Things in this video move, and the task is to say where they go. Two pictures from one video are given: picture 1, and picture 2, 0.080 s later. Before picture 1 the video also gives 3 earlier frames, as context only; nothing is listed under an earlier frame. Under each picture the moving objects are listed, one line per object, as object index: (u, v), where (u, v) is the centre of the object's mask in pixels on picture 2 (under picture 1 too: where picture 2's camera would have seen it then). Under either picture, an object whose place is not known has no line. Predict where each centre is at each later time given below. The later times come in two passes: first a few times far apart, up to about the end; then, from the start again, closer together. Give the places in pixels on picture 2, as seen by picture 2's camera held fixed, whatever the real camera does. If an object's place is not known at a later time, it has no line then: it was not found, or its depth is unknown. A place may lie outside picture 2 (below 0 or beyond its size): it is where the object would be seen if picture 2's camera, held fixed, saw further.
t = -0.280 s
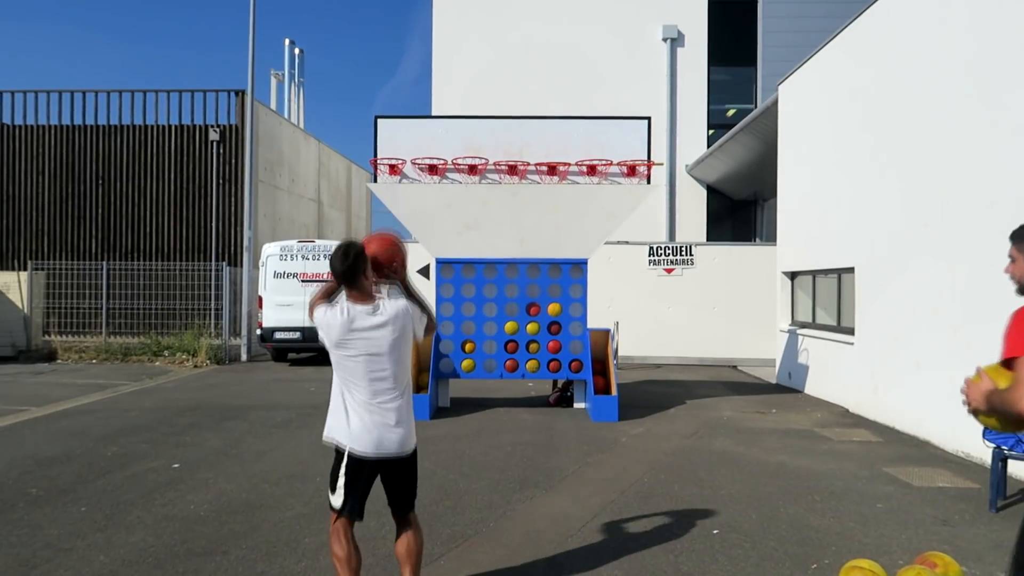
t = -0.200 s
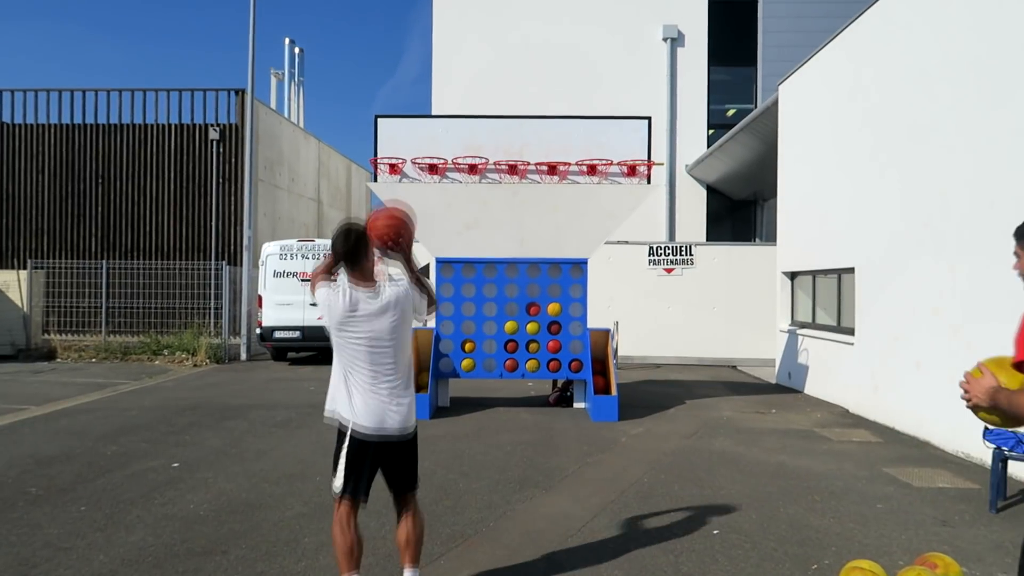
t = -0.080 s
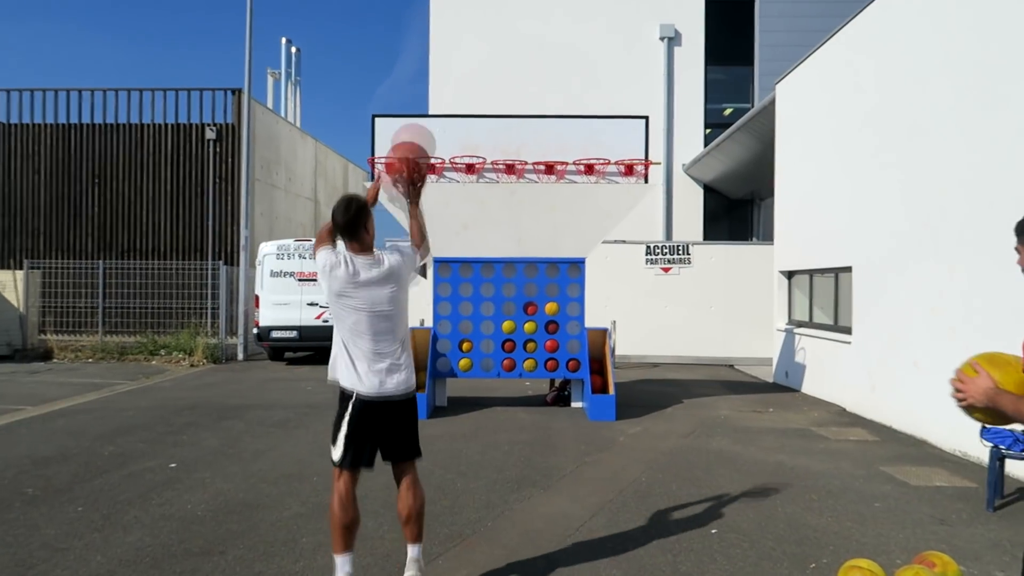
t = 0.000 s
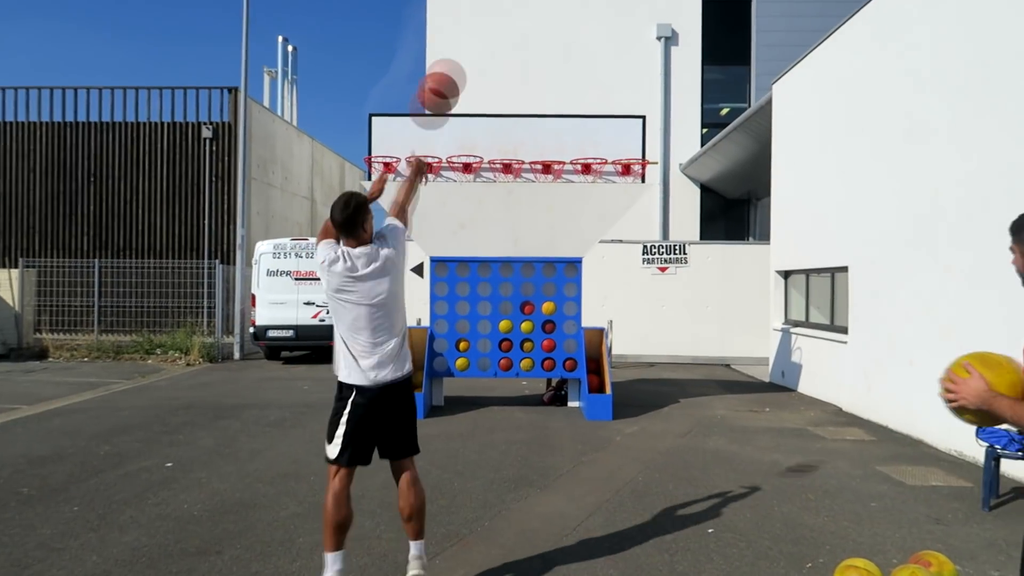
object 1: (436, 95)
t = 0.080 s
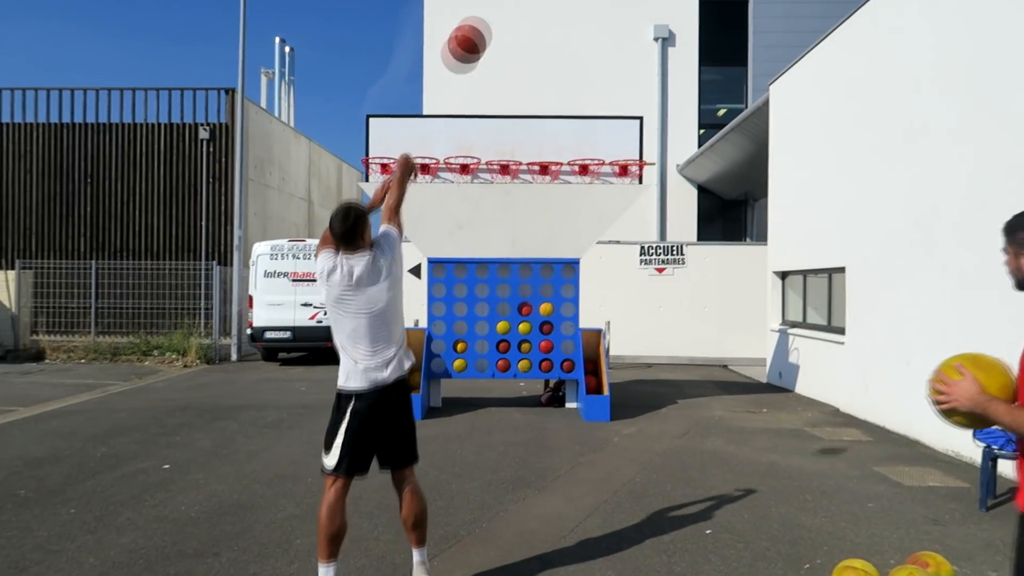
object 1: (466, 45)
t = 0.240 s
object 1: (513, 2)
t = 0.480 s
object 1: (565, -2)
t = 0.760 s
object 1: (602, 60)
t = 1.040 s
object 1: (628, 162)
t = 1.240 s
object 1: (626, 165)
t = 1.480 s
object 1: (629, 174)
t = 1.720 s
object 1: (617, 181)
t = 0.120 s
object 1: (480, 26)
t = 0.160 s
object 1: (492, 15)
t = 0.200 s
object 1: (502, 7)
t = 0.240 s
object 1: (513, 2)
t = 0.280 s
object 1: (524, -1)
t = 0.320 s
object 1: (533, -4)
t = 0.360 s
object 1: (543, -5)
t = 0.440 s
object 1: (559, -4)
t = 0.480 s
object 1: (565, -2)
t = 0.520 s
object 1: (571, 1)
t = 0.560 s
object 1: (577, 6)
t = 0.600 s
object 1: (582, 14)
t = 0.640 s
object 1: (587, 24)
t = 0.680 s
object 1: (593, 35)
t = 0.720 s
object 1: (597, 47)
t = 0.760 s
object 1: (602, 60)
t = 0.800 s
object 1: (606, 73)
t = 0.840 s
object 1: (610, 88)
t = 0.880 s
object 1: (614, 100)
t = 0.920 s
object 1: (618, 118)
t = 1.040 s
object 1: (628, 162)
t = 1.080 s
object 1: (626, 175)
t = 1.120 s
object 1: (623, 175)
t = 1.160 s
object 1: (619, 169)
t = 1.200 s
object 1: (620, 166)
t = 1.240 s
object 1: (626, 165)
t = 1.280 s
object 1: (630, 166)
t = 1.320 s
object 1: (633, 167)
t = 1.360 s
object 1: (633, 172)
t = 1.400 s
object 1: (633, 175)
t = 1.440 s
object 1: (632, 174)
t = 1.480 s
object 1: (629, 174)
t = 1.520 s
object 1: (625, 174)
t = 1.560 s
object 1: (623, 175)
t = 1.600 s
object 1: (621, 176)
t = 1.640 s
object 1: (619, 179)
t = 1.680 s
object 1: (617, 179)
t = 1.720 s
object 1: (617, 181)
